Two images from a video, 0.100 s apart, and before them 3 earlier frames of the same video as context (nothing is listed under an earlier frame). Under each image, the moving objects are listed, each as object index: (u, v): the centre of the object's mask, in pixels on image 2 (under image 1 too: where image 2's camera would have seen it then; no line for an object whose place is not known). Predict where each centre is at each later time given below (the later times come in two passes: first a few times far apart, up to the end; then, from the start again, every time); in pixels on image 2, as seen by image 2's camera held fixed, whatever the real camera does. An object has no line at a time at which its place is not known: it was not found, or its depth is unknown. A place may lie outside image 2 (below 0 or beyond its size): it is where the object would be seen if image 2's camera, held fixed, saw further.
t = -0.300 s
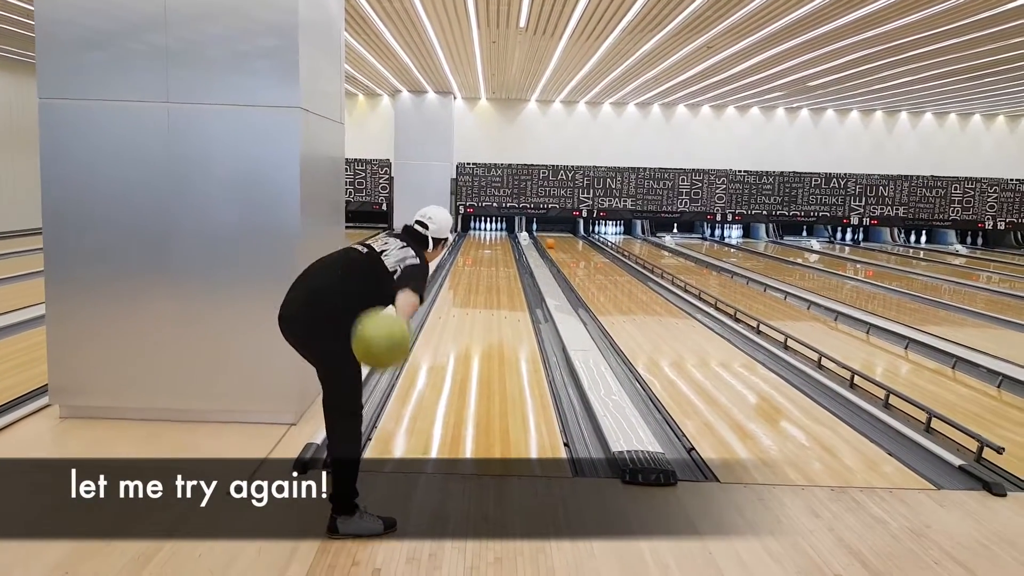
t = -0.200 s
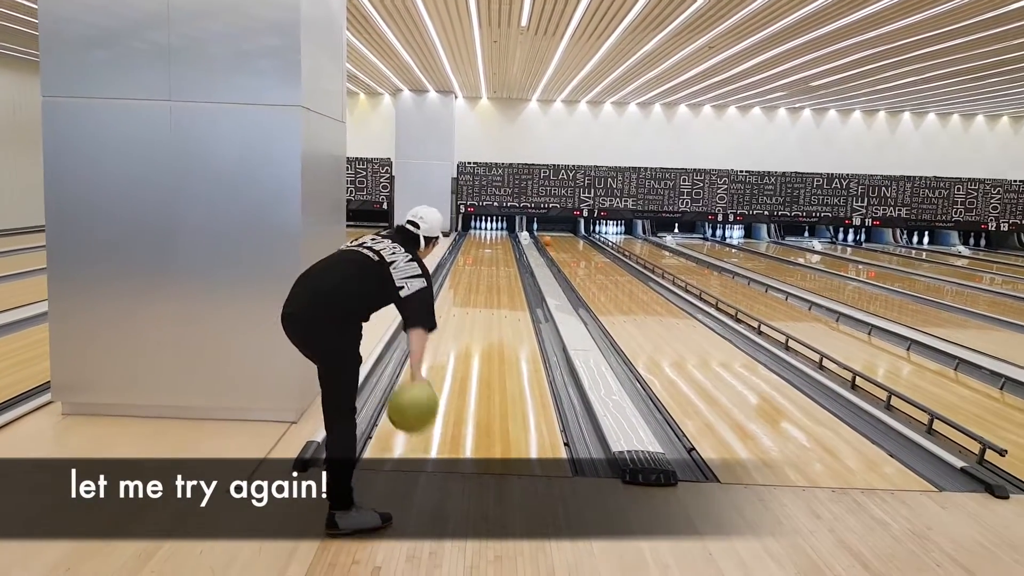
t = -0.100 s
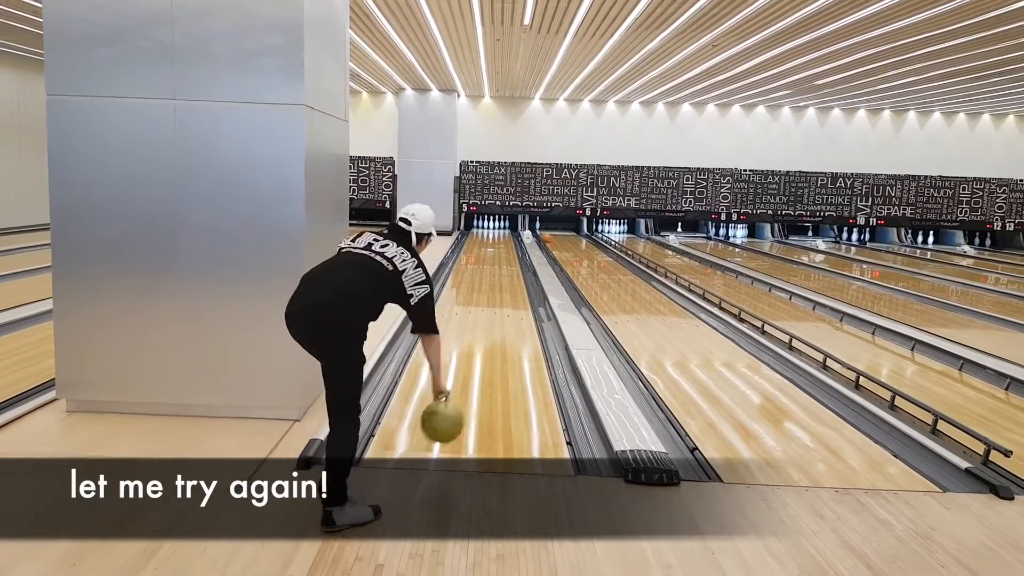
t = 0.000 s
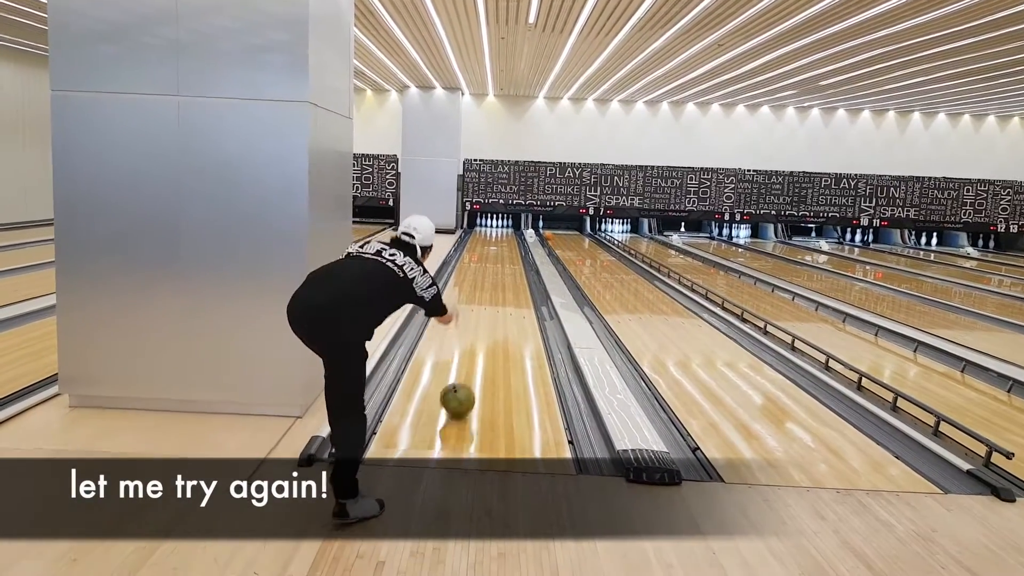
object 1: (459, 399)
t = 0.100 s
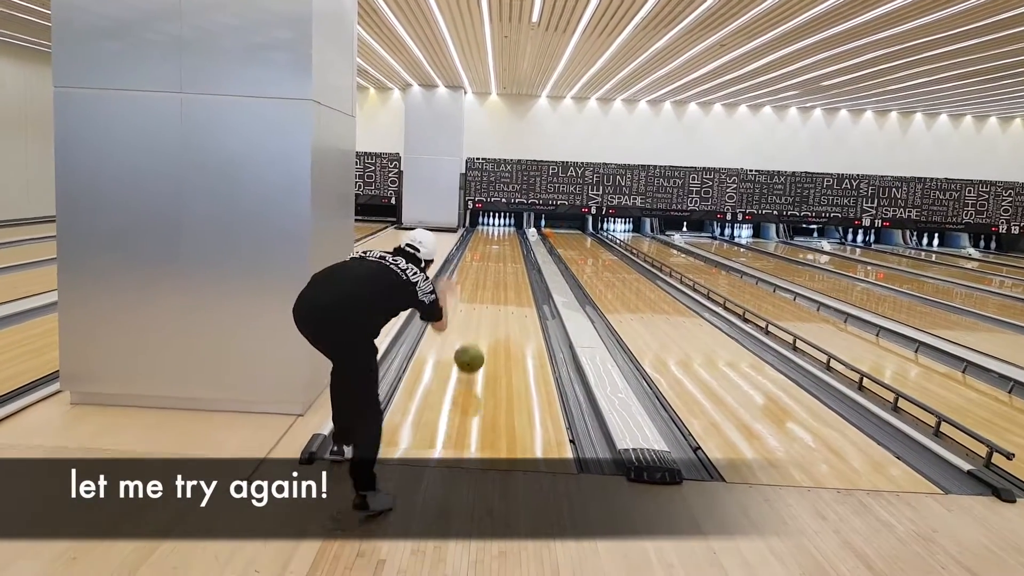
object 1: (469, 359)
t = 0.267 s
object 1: (480, 329)
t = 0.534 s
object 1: (491, 295)
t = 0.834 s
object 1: (499, 270)
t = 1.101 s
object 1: (504, 257)
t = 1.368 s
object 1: (507, 246)
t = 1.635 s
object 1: (509, 237)
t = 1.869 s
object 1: (510, 233)
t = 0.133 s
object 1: (472, 350)
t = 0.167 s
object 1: (474, 344)
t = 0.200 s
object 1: (476, 340)
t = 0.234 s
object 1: (478, 337)
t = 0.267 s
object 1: (480, 329)
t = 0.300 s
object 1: (482, 324)
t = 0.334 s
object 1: (484, 319)
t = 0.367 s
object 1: (485, 315)
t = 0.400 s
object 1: (487, 310)
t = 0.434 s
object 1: (488, 307)
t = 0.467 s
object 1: (489, 302)
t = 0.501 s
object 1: (490, 298)
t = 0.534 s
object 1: (491, 295)
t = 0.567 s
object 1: (492, 292)
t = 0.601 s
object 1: (493, 288)
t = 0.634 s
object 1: (494, 286)
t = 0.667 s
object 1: (495, 284)
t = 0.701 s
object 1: (496, 281)
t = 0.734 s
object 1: (496, 278)
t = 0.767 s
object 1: (497, 276)
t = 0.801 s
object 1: (497, 274)
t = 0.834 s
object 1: (499, 270)
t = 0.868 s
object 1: (499, 268)
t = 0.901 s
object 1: (500, 266)
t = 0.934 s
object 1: (501, 264)
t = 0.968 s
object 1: (502, 263)
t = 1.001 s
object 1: (502, 261)
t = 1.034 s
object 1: (503, 259)
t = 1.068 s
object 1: (504, 258)
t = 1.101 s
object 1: (504, 257)
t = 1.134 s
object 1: (505, 255)
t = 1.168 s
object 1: (506, 254)
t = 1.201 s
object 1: (506, 252)
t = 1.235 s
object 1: (507, 250)
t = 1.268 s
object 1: (507, 249)
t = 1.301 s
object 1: (507, 248)
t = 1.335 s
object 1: (507, 247)
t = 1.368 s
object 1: (507, 246)
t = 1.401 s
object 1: (508, 245)
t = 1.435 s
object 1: (508, 243)
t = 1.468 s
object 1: (508, 242)
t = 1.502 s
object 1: (508, 241)
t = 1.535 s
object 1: (509, 240)
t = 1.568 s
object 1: (509, 239)
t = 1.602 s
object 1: (509, 238)
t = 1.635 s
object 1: (509, 237)
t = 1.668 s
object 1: (509, 236)
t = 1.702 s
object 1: (509, 236)
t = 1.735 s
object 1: (510, 236)
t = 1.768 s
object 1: (509, 235)
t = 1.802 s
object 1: (509, 234)
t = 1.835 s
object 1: (510, 233)
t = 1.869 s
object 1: (510, 233)
